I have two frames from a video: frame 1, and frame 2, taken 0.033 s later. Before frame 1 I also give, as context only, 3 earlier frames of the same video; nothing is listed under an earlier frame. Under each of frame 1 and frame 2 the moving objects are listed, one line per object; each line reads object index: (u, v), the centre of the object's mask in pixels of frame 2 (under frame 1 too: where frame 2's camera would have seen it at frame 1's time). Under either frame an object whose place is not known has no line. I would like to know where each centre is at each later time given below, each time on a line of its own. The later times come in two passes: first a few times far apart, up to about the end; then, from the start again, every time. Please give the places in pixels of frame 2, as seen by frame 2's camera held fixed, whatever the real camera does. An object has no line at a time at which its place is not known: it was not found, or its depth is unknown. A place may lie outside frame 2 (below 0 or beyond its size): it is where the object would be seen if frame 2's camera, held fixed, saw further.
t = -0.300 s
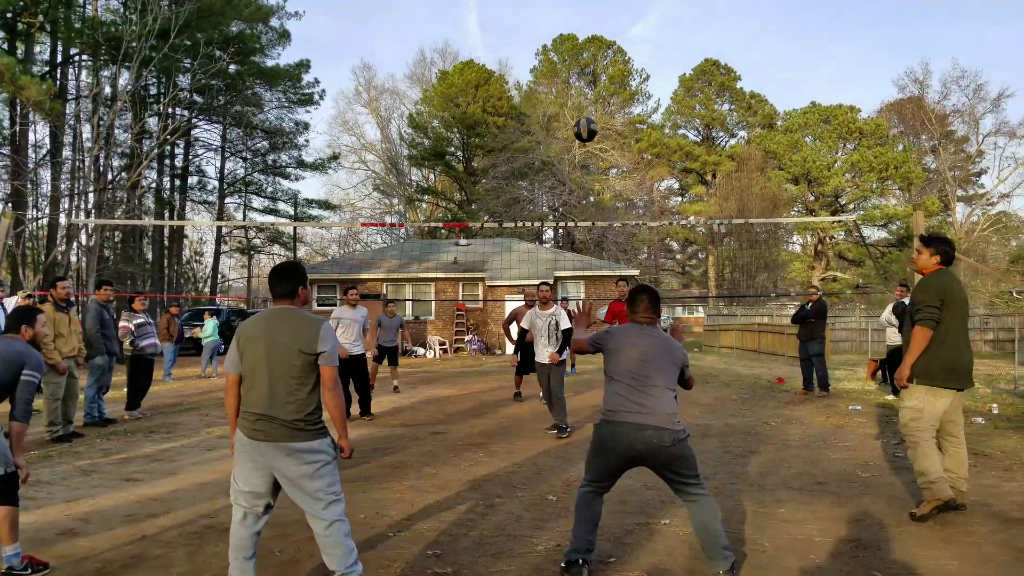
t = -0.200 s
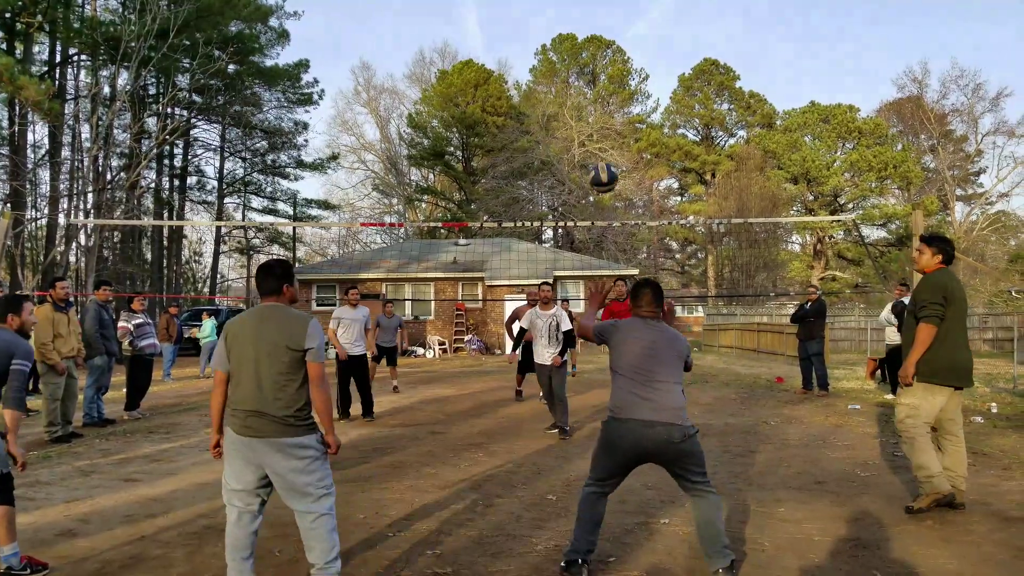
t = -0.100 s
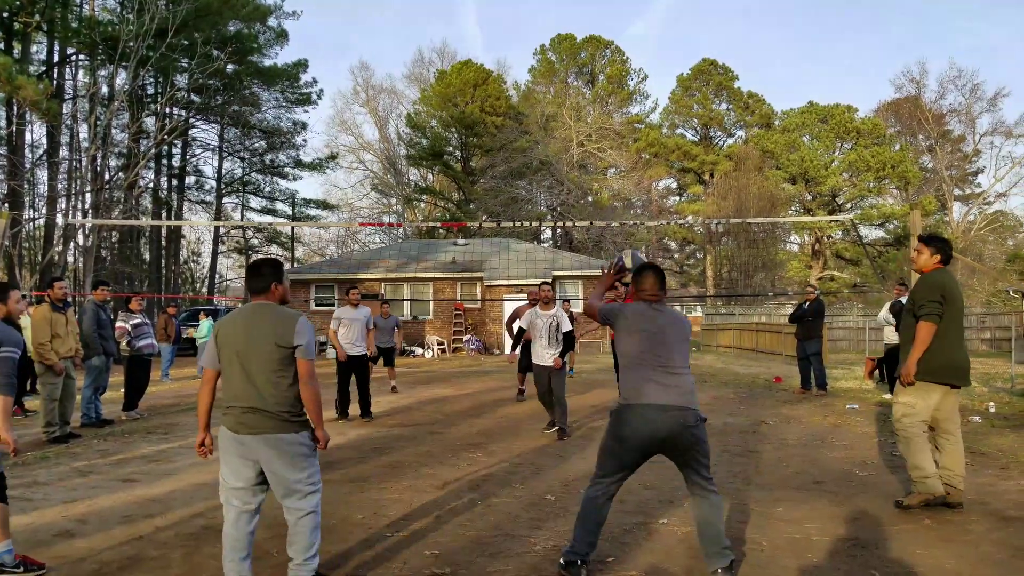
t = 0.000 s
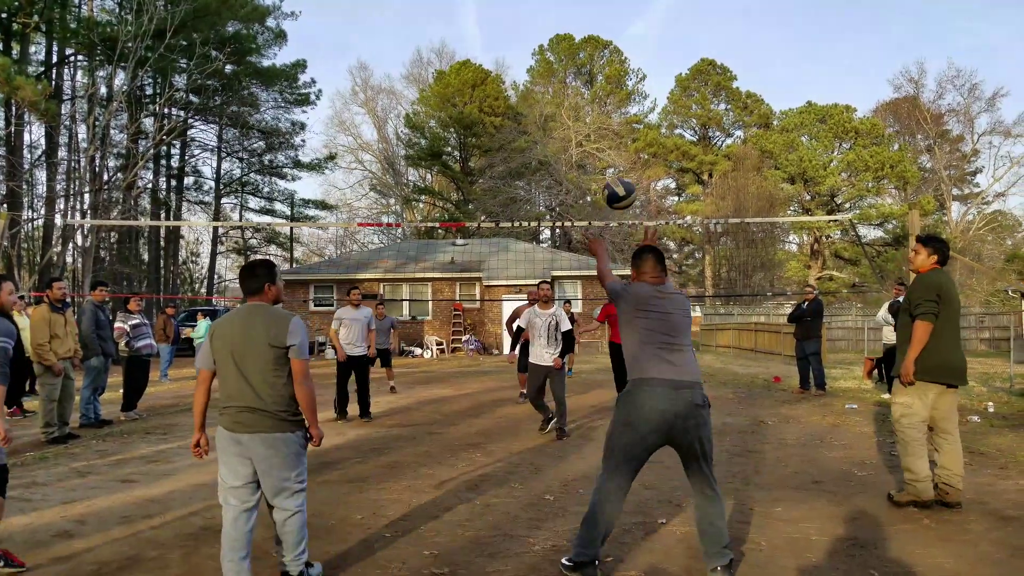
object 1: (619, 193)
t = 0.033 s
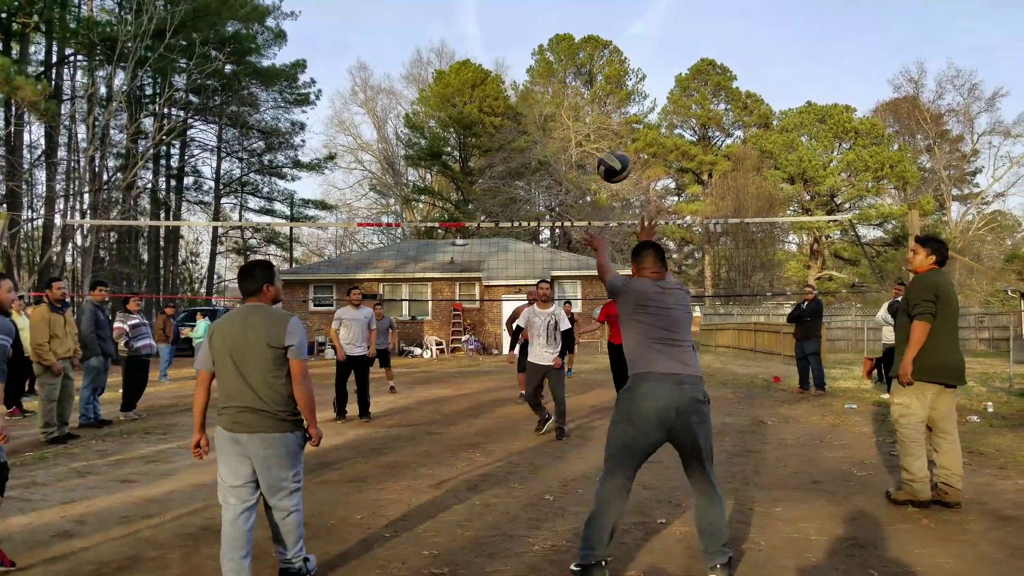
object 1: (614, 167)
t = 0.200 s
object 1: (592, 72)
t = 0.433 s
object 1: (568, 23)
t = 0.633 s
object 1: (554, 41)
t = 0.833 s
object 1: (542, 98)
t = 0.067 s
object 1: (609, 143)
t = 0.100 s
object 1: (604, 122)
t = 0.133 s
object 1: (599, 102)
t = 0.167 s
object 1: (595, 86)
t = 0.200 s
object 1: (592, 72)
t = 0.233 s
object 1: (588, 59)
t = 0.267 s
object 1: (585, 48)
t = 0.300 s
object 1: (581, 40)
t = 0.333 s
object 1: (577, 33)
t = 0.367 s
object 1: (574, 28)
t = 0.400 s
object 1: (571, 25)
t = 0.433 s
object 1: (568, 23)
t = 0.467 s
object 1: (565, 22)
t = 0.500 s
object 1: (563, 24)
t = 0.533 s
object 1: (560, 26)
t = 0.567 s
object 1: (558, 30)
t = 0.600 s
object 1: (556, 35)
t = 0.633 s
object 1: (554, 41)
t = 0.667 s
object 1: (551, 48)
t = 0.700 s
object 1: (549, 56)
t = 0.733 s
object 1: (548, 66)
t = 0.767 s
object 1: (546, 75)
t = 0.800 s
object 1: (544, 86)
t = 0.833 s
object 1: (542, 98)
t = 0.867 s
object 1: (540, 111)
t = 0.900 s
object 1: (539, 124)
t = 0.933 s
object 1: (538, 139)
